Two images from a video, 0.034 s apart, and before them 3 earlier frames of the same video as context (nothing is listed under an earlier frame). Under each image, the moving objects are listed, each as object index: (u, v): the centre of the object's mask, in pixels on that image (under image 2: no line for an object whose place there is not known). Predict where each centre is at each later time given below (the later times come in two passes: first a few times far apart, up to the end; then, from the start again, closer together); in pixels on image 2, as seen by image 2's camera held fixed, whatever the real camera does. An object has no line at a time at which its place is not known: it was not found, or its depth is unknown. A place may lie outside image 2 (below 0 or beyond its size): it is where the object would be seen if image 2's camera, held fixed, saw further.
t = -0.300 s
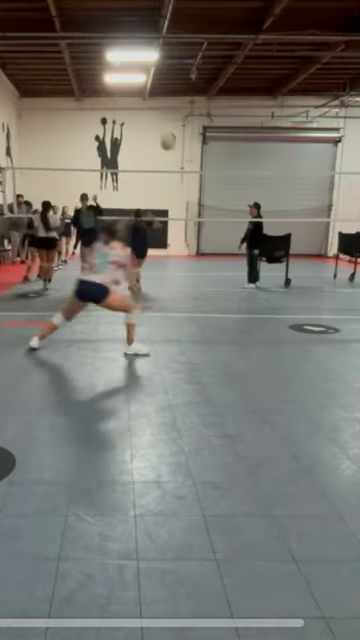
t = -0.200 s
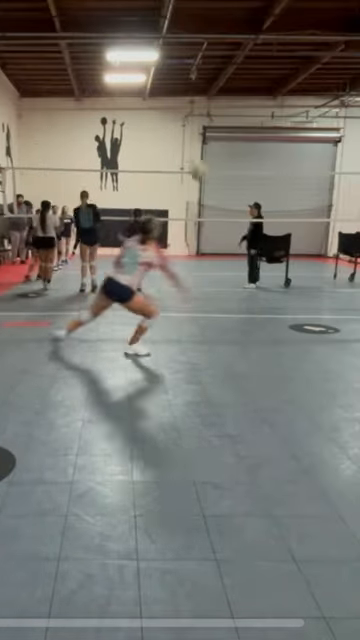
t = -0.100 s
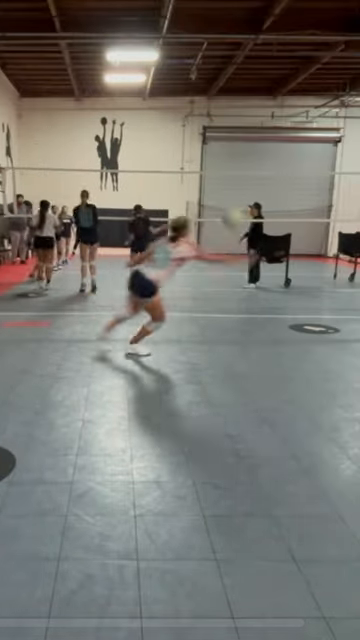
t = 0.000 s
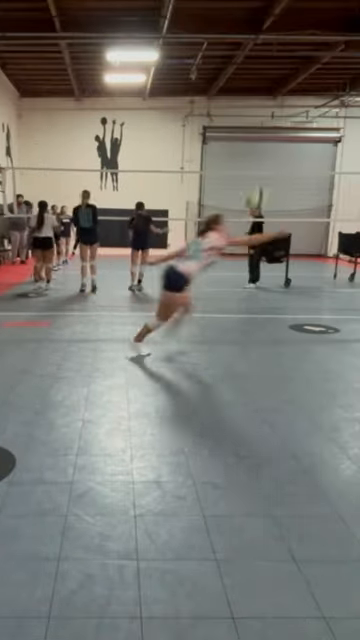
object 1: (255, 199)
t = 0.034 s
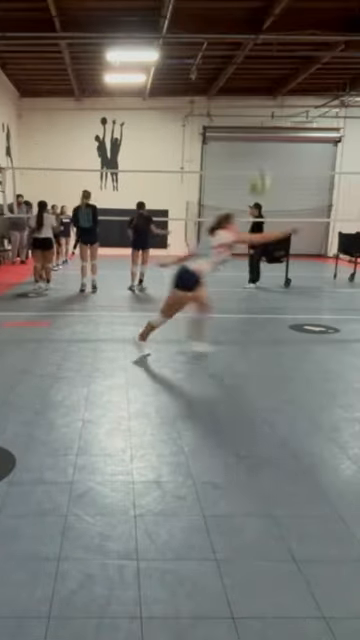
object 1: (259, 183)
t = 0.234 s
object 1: (282, 107)
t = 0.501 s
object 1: (302, 81)
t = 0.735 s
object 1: (314, 112)
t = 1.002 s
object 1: (324, 196)
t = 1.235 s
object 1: (326, 295)
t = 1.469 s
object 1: (326, 260)
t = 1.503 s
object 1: (327, 252)
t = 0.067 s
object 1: (265, 167)
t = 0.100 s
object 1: (269, 152)
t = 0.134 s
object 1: (273, 137)
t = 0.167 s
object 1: (278, 126)
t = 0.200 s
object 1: (280, 115)
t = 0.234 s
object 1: (282, 107)
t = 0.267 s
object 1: (285, 98)
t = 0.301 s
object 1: (288, 90)
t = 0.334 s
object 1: (290, 87)
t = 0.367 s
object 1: (293, 84)
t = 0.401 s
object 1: (295, 82)
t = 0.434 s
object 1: (298, 81)
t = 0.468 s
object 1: (300, 80)
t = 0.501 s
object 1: (302, 81)
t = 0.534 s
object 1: (304, 82)
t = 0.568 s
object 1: (307, 84)
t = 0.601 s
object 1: (308, 87)
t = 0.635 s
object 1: (310, 90)
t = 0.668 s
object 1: (311, 96)
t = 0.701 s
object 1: (312, 103)
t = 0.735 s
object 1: (314, 112)
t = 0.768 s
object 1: (315, 119)
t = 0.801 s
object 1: (316, 126)
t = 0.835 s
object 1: (319, 138)
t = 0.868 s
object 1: (318, 151)
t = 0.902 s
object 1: (319, 161)
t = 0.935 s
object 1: (321, 172)
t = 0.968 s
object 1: (324, 183)
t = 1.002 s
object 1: (324, 196)
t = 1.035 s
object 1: (324, 208)
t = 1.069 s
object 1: (323, 221)
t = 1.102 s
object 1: (322, 237)
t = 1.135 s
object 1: (323, 249)
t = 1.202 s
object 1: (325, 281)
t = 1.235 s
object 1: (326, 295)
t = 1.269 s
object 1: (327, 312)
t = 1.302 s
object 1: (327, 304)
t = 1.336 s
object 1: (327, 294)
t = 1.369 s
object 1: (327, 285)
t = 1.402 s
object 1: (327, 276)
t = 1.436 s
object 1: (327, 266)
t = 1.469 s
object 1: (326, 260)
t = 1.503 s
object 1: (327, 252)
